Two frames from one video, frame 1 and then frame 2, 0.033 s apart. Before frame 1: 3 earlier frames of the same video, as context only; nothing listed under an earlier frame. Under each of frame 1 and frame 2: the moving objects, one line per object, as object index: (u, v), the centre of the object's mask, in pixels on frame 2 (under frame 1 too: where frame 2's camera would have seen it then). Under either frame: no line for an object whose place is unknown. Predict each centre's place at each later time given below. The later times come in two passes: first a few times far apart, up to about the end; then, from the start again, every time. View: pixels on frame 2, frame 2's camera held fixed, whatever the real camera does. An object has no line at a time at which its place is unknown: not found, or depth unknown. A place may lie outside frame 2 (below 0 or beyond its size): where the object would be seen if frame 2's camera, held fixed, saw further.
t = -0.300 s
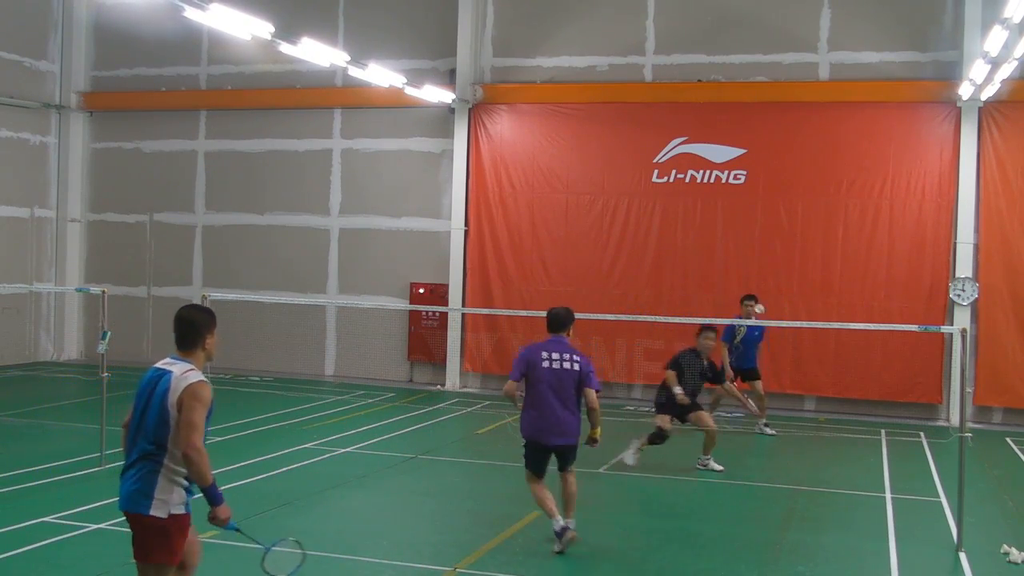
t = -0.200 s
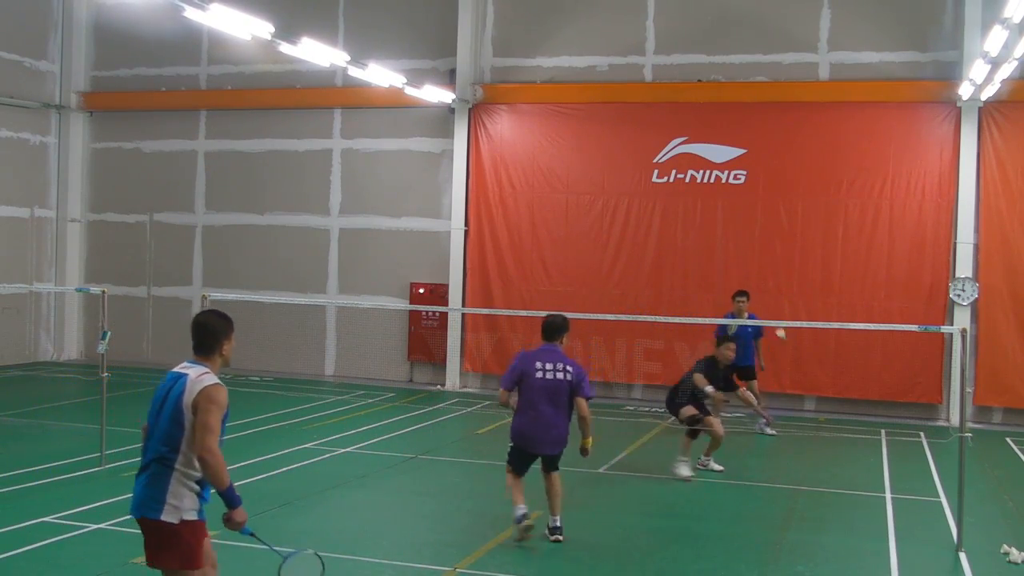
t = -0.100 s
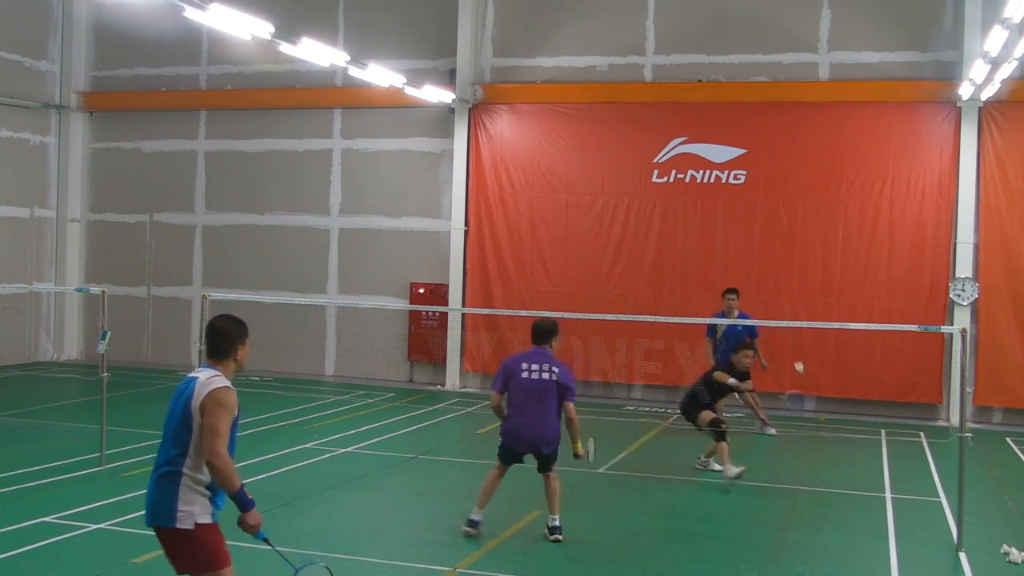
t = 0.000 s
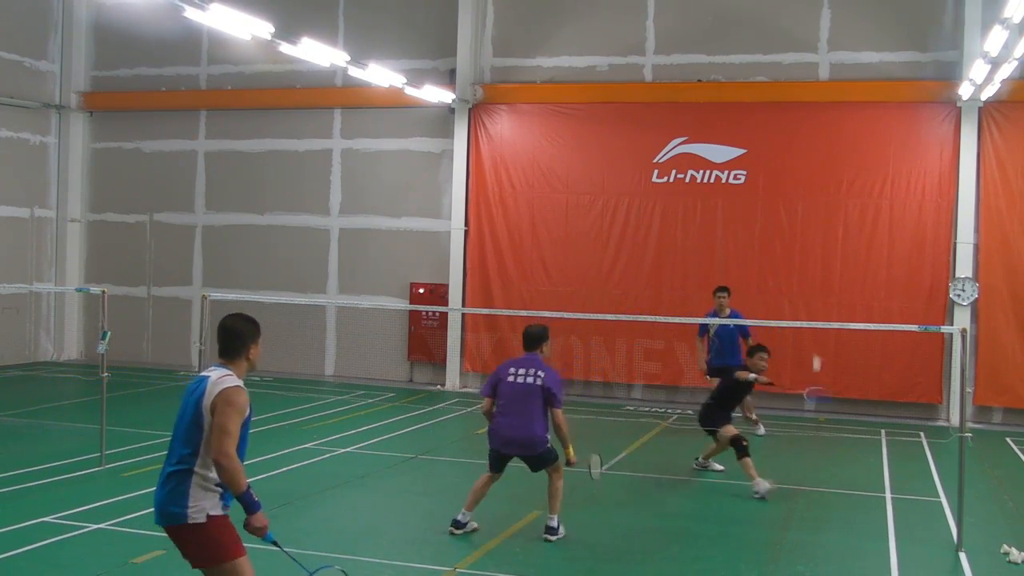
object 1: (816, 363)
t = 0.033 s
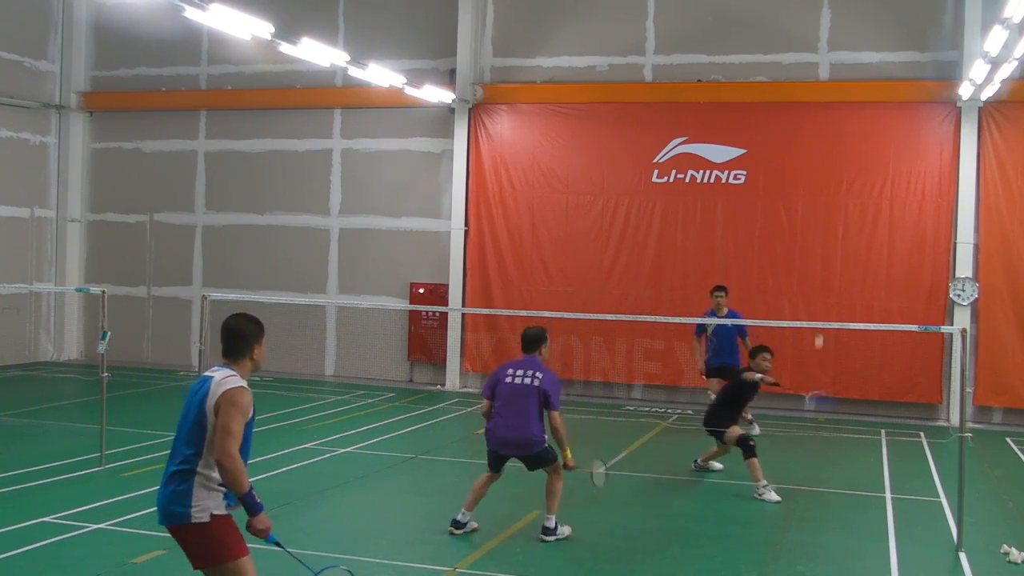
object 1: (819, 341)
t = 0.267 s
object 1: (826, 250)
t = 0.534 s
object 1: (837, 241)
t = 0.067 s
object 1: (820, 318)
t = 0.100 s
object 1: (821, 305)
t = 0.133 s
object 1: (824, 286)
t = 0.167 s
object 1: (826, 272)
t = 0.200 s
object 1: (827, 262)
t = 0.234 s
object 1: (826, 256)
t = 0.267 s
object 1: (826, 250)
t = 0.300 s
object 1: (827, 245)
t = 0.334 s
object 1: (828, 241)
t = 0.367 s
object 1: (830, 237)
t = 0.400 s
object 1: (831, 236)
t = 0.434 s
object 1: (833, 235)
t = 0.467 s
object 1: (835, 235)
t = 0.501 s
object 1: (836, 237)
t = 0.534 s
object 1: (837, 241)
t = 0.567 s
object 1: (837, 248)
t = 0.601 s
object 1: (837, 256)
